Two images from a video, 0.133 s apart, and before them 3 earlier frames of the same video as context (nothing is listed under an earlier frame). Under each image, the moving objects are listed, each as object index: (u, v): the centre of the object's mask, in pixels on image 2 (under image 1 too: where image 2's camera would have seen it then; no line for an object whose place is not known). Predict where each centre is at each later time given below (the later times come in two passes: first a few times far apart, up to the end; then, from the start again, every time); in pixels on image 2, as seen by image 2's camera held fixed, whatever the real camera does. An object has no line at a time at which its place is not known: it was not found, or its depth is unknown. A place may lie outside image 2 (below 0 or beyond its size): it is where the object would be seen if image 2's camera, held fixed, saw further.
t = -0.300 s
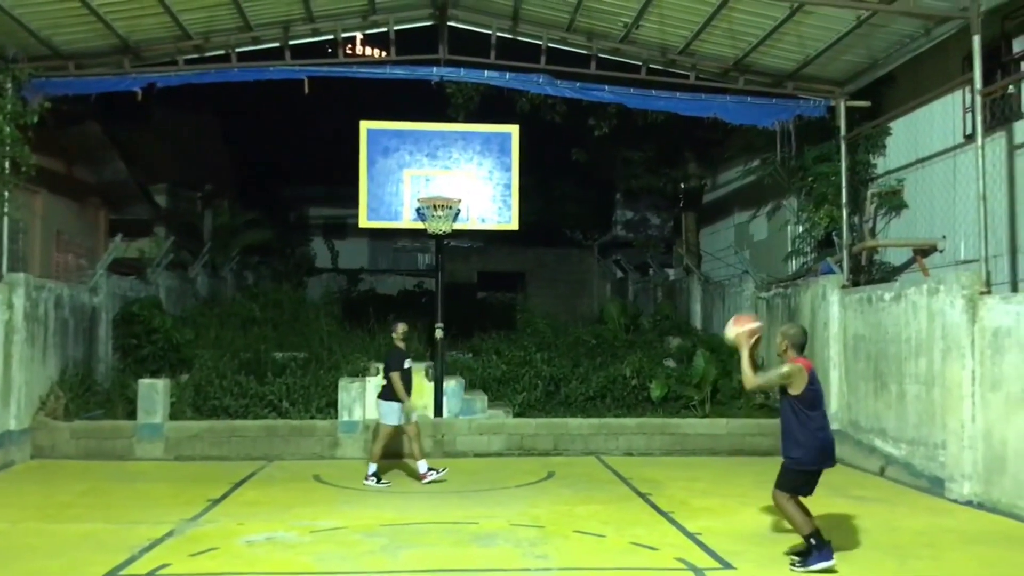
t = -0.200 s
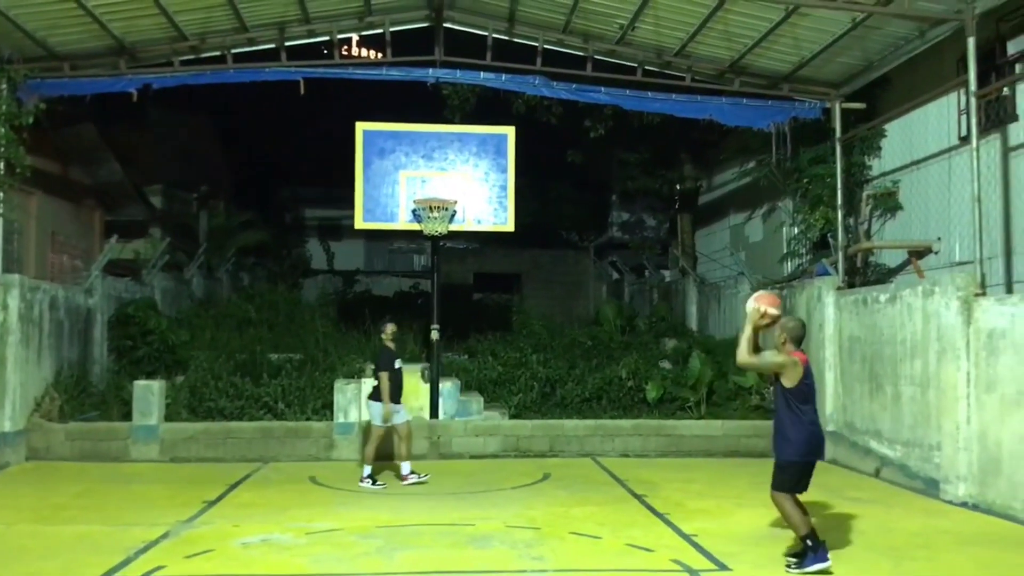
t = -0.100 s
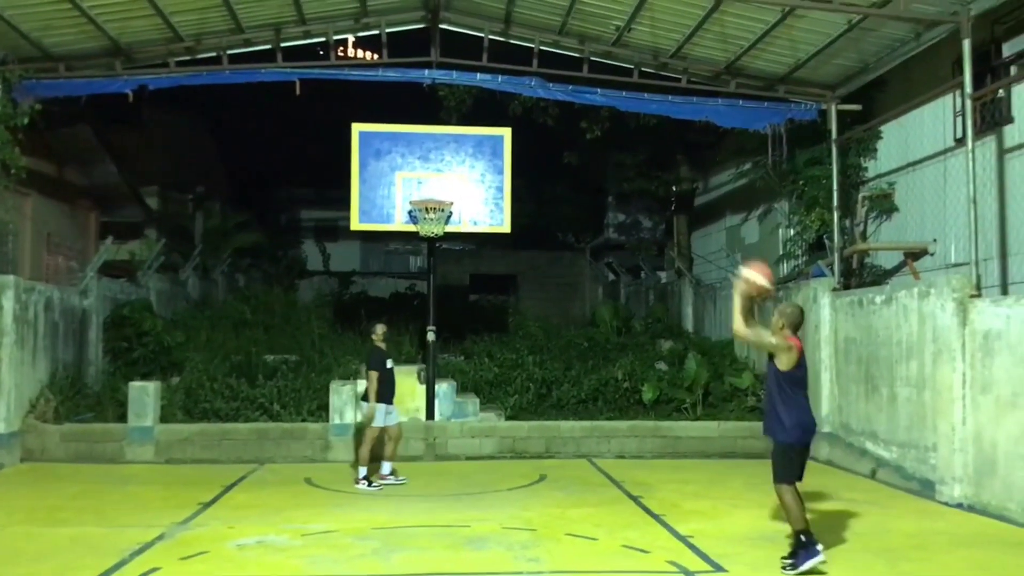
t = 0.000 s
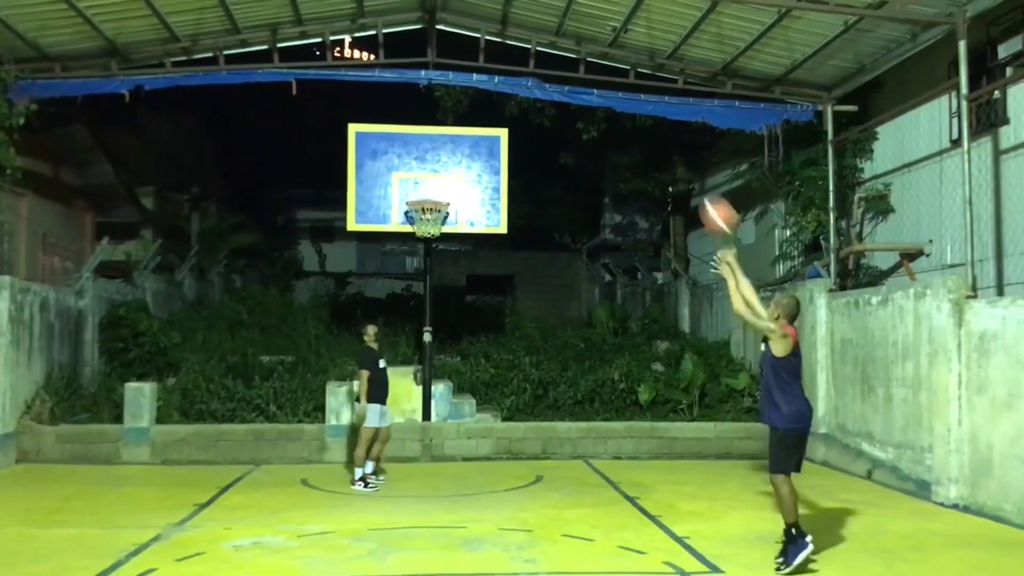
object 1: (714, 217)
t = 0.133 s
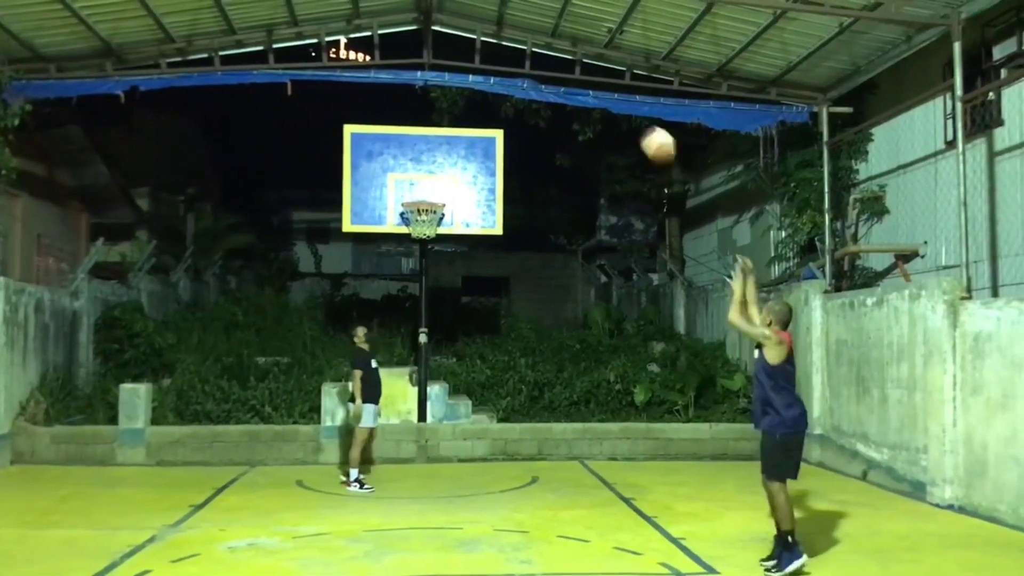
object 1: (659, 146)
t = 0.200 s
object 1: (634, 121)
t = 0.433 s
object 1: (562, 83)
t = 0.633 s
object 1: (512, 100)
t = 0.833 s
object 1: (470, 150)
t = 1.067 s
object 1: (460, 186)
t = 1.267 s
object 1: (487, 196)
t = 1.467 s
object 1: (514, 240)
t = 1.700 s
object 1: (545, 338)
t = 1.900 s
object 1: (574, 467)
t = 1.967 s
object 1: (578, 449)
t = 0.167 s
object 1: (646, 132)
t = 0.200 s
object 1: (634, 121)
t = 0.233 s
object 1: (622, 111)
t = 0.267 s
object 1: (611, 102)
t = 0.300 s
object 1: (601, 96)
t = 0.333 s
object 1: (590, 90)
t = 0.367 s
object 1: (580, 87)
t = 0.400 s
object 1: (571, 84)
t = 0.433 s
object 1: (562, 83)
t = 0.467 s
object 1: (554, 83)
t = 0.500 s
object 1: (545, 84)
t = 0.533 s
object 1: (537, 87)
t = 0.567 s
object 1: (529, 90)
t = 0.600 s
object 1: (519, 95)
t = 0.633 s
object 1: (512, 100)
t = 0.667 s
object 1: (504, 106)
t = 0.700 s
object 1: (497, 112)
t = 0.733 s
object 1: (490, 119)
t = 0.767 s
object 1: (483, 128)
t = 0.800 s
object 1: (476, 138)
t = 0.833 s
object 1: (470, 150)
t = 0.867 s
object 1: (463, 160)
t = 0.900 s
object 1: (457, 172)
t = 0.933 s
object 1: (451, 186)
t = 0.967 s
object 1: (446, 195)
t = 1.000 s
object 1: (450, 192)
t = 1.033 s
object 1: (455, 189)
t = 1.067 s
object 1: (460, 186)
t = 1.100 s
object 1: (464, 185)
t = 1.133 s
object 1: (469, 186)
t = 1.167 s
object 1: (473, 187)
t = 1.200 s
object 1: (477, 189)
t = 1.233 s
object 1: (482, 193)
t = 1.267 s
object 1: (487, 196)
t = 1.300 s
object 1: (491, 202)
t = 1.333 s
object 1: (495, 207)
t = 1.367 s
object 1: (501, 215)
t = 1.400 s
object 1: (506, 222)
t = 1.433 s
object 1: (510, 230)
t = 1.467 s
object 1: (514, 240)
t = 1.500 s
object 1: (518, 250)
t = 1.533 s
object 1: (523, 263)
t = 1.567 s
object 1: (527, 276)
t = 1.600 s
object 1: (531, 290)
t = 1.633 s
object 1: (536, 305)
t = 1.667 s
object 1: (541, 321)
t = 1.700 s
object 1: (545, 338)
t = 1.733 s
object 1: (549, 356)
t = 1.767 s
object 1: (554, 377)
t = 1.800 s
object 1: (559, 397)
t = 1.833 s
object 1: (563, 417)
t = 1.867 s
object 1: (569, 442)
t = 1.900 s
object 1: (574, 467)
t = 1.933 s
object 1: (576, 468)
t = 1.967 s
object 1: (578, 449)
